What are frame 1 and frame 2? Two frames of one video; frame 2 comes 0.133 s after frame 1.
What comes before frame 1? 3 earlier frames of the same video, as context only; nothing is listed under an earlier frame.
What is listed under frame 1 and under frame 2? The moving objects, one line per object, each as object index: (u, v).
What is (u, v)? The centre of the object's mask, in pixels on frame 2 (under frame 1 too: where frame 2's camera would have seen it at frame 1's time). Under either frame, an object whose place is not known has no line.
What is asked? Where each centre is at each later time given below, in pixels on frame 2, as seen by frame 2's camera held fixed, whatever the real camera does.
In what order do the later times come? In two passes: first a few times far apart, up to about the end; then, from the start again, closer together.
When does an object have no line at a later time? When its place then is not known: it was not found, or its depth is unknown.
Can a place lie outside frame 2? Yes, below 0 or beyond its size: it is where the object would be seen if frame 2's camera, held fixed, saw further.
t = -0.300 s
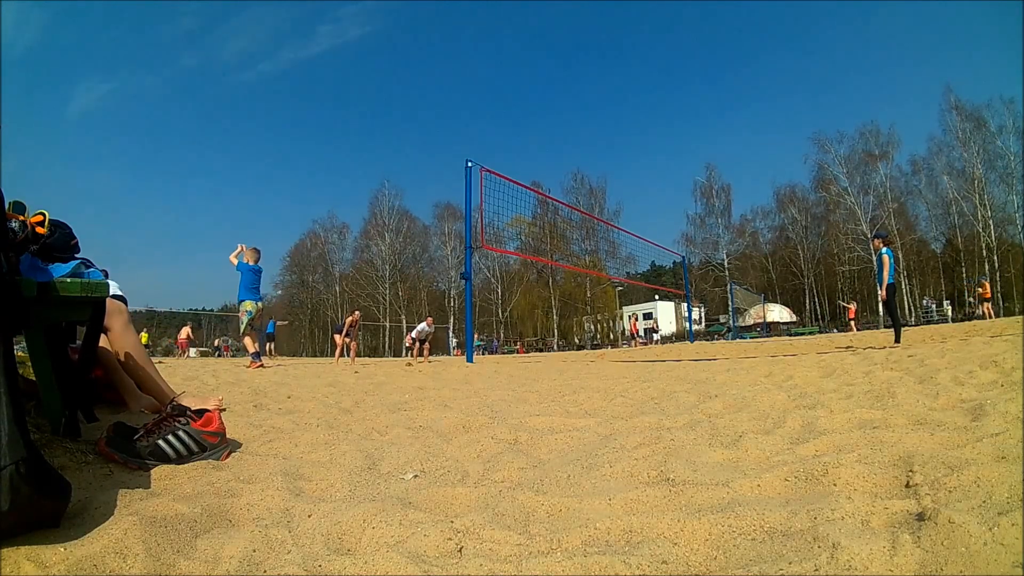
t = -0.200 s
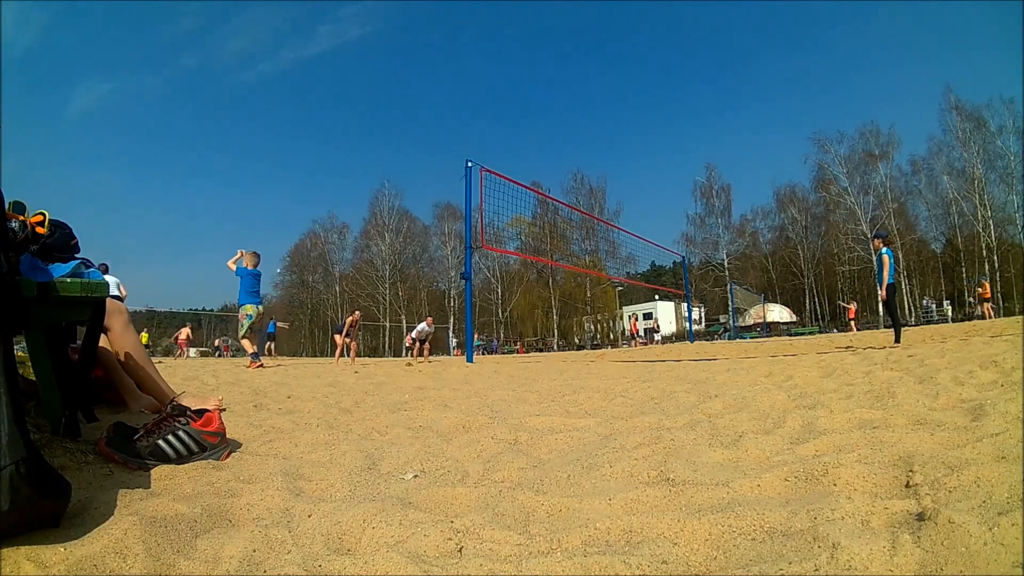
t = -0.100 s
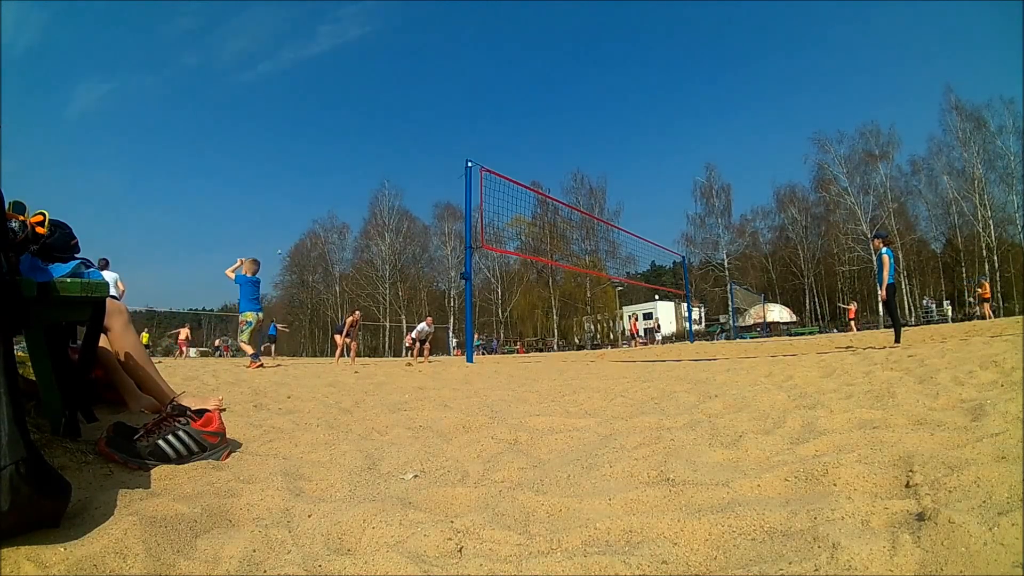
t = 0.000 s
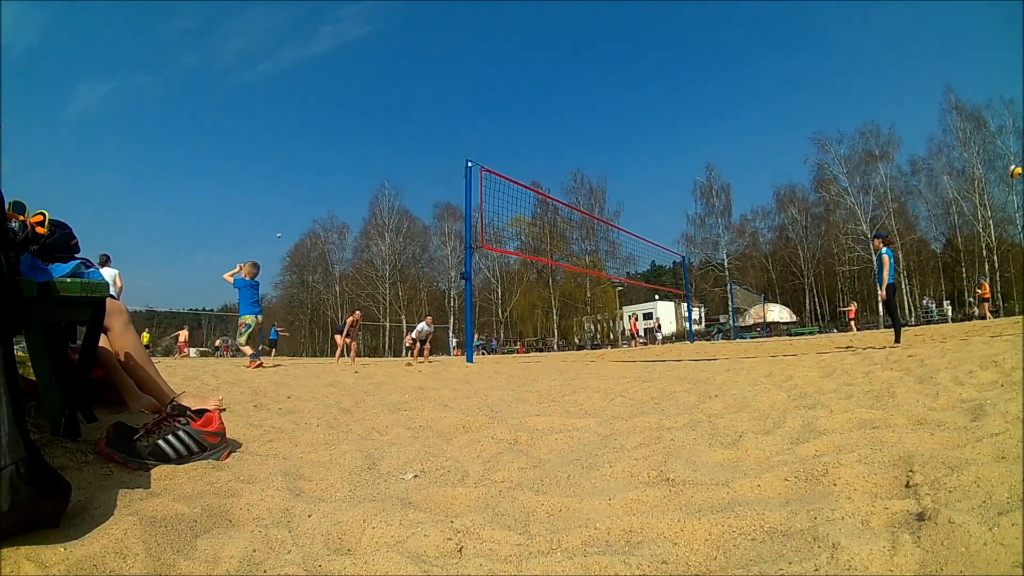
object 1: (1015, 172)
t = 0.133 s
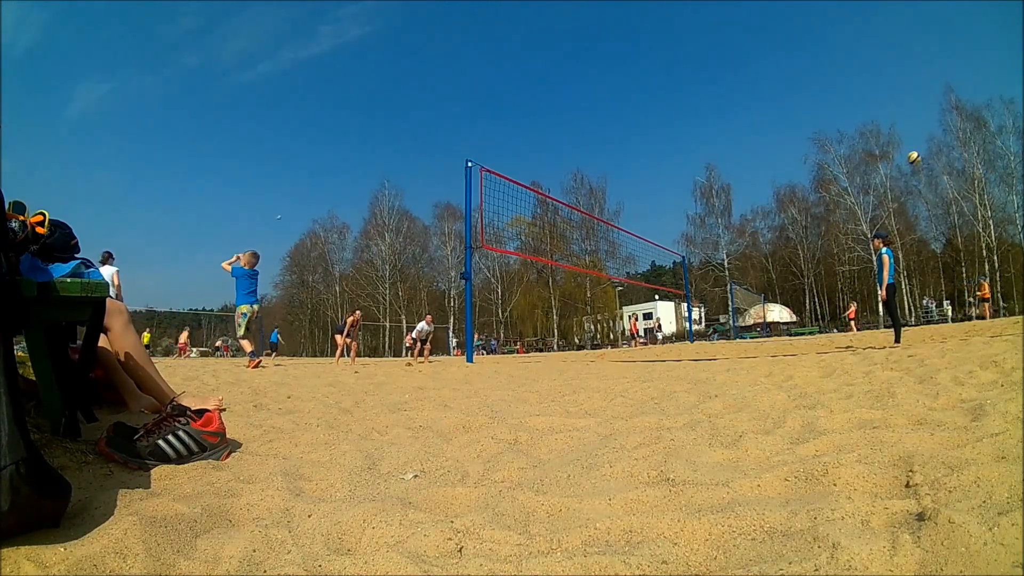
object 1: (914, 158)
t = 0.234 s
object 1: (840, 157)
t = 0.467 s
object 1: (683, 178)
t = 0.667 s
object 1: (566, 215)
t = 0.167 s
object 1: (888, 157)
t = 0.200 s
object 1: (864, 156)
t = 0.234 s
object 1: (840, 157)
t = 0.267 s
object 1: (816, 159)
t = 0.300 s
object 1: (793, 161)
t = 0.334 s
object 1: (770, 163)
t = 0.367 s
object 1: (748, 166)
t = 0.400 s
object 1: (725, 170)
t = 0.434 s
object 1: (704, 174)
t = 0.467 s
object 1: (683, 178)
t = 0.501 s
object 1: (662, 183)
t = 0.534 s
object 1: (642, 189)
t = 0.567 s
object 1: (622, 195)
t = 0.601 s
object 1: (603, 201)
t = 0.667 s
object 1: (566, 215)
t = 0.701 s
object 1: (549, 224)
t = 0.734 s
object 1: (531, 231)
